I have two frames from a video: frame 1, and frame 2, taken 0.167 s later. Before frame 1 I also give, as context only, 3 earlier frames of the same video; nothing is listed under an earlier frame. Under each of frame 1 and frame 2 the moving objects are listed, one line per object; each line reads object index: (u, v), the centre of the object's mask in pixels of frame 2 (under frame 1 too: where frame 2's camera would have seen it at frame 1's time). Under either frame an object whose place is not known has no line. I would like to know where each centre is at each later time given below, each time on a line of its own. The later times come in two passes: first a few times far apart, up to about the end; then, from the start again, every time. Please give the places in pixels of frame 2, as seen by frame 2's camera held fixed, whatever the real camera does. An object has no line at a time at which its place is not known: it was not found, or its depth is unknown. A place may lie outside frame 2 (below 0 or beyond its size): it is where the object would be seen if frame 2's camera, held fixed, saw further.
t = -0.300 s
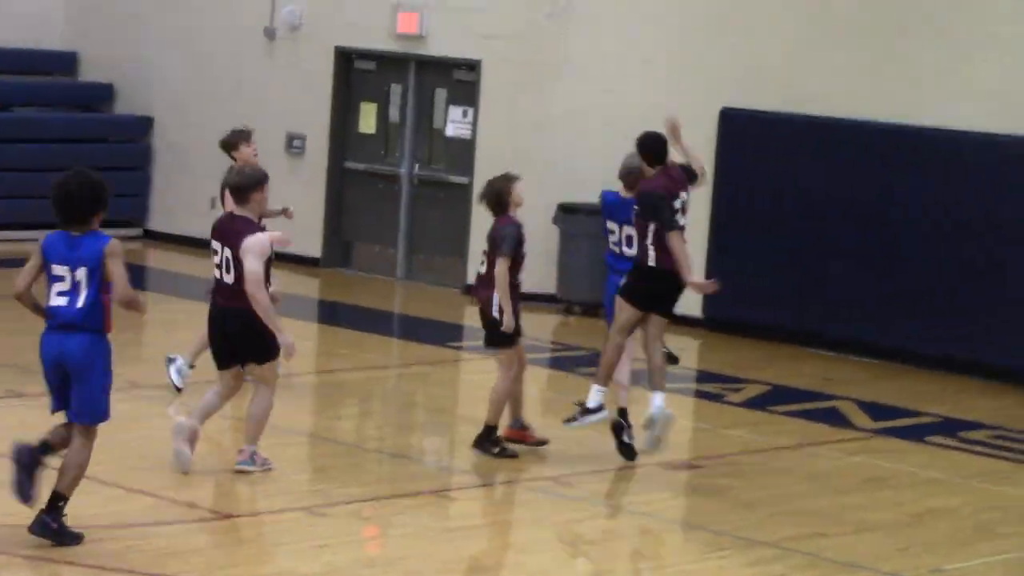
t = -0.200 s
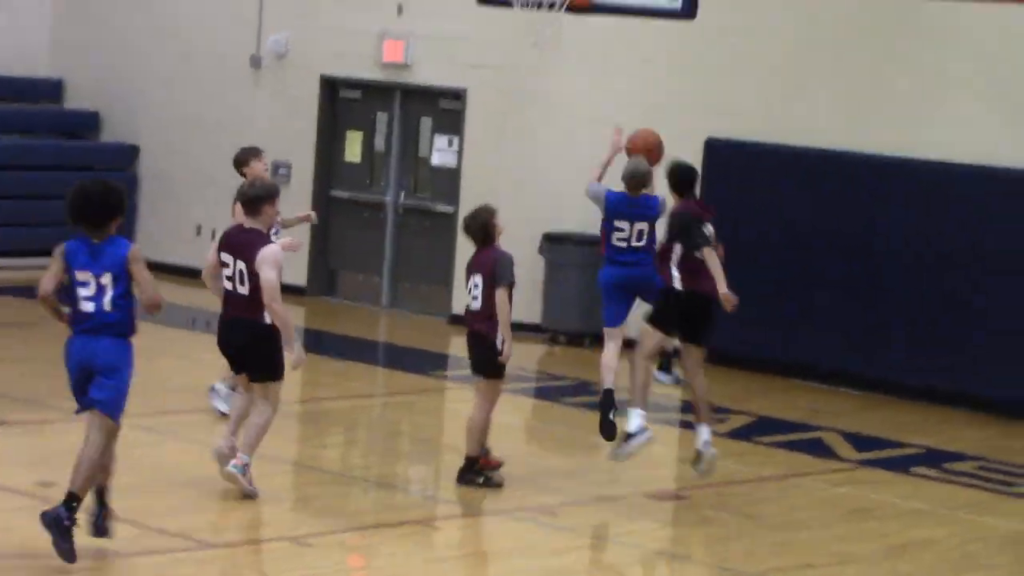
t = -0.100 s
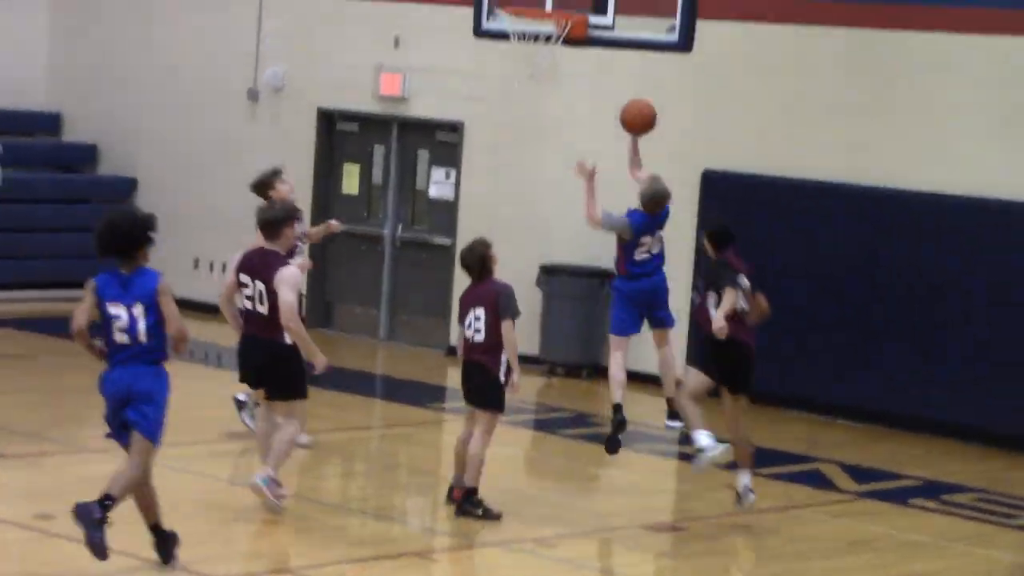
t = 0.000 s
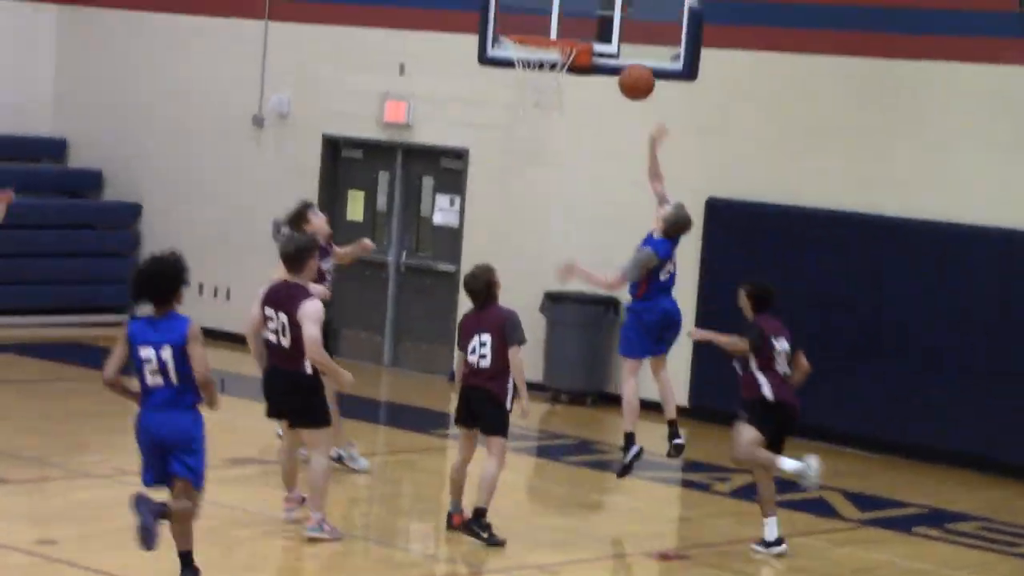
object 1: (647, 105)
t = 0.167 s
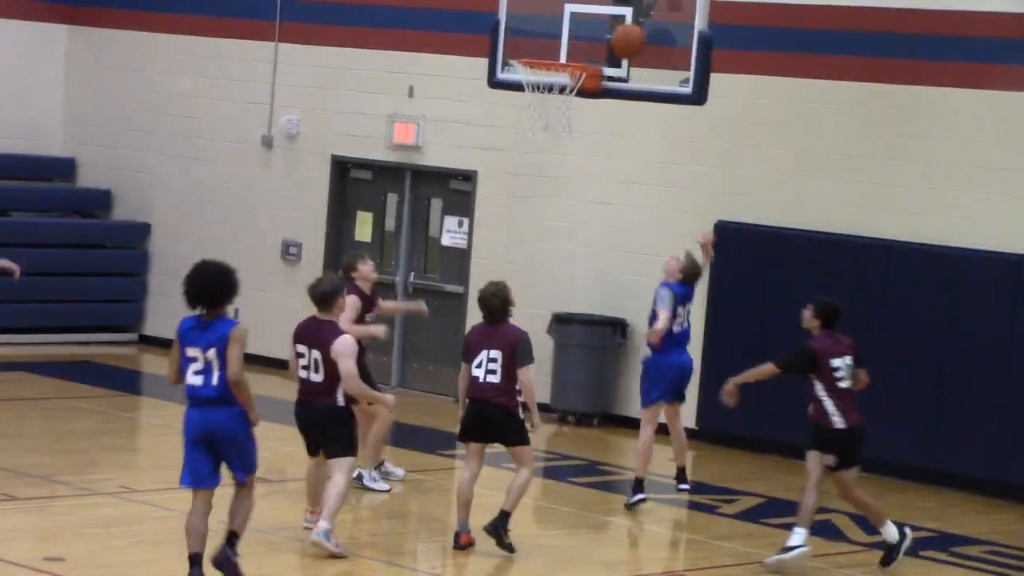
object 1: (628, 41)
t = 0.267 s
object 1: (605, 30)
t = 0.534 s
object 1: (548, 69)
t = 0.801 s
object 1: (539, 156)
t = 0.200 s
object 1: (621, 36)
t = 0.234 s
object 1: (613, 32)
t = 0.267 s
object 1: (605, 30)
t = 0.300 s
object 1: (597, 29)
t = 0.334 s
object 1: (590, 31)
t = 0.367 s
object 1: (581, 34)
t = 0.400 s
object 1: (572, 39)
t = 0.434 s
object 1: (564, 45)
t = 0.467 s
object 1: (555, 50)
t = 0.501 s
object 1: (551, 59)
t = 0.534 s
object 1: (548, 69)
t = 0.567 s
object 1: (546, 80)
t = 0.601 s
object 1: (544, 89)
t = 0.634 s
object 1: (541, 100)
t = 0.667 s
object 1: (540, 111)
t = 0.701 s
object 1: (539, 120)
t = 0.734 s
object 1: (539, 129)
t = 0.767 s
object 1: (539, 142)
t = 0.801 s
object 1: (539, 156)
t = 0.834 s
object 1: (538, 171)
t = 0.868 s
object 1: (537, 187)
